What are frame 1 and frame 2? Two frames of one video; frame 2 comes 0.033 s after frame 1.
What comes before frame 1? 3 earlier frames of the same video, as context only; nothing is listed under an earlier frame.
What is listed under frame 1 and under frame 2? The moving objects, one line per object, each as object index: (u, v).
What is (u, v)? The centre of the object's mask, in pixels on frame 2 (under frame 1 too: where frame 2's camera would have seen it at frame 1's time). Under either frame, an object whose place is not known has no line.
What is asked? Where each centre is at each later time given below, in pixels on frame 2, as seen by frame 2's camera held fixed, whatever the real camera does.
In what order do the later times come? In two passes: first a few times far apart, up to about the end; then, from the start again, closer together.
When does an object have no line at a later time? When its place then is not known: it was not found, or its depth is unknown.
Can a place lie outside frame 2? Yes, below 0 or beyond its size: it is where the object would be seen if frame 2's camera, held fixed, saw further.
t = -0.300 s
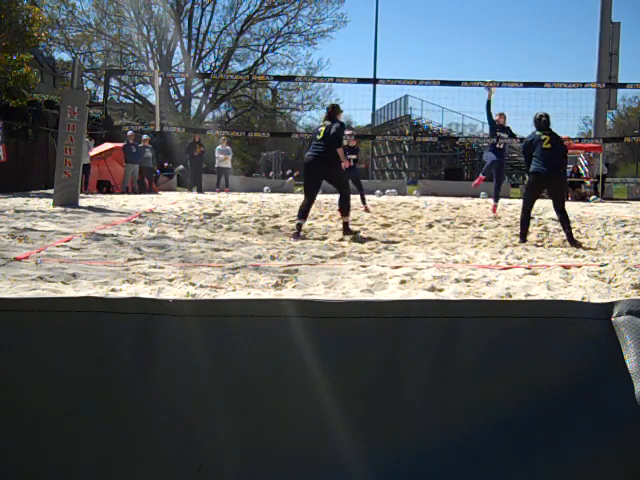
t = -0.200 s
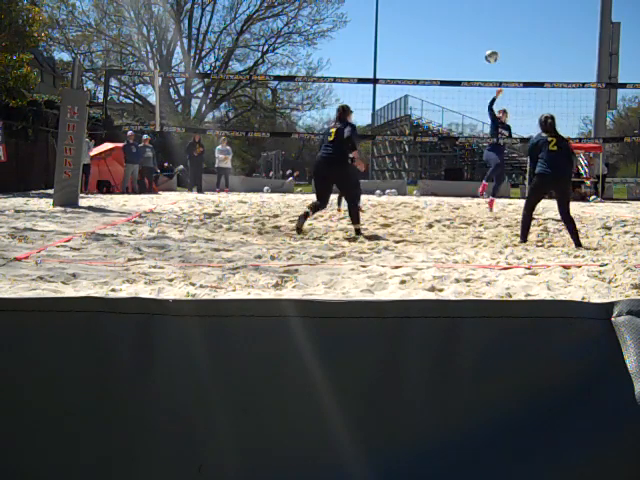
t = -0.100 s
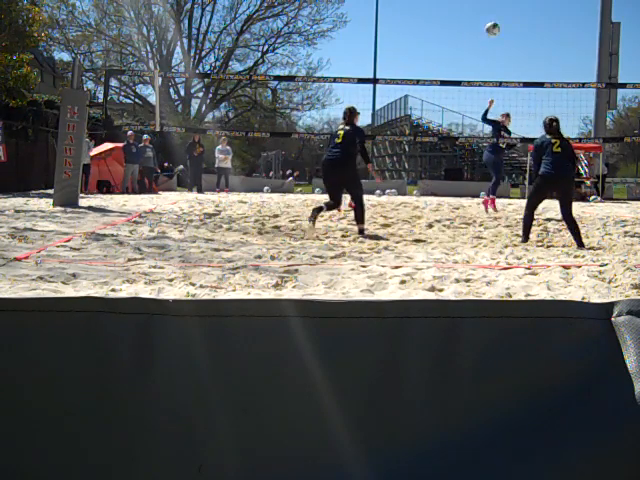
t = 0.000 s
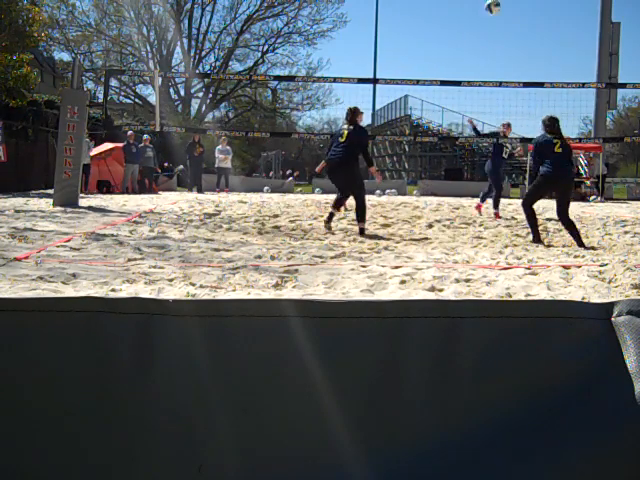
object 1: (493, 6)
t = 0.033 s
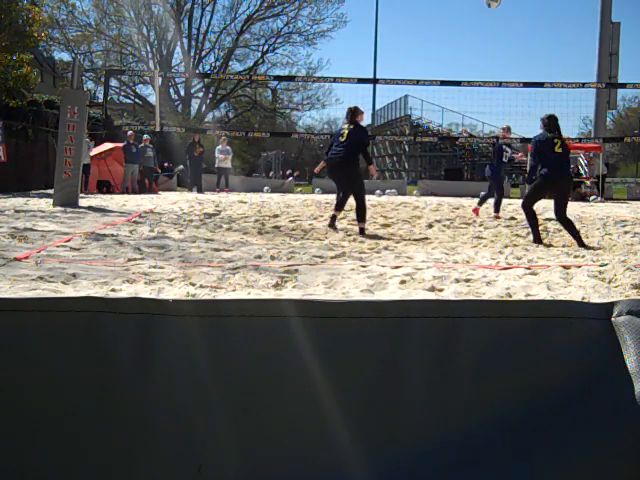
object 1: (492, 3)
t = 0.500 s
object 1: (493, 5)
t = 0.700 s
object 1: (491, 78)
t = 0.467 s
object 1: (493, 2)
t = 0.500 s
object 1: (493, 5)
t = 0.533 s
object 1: (493, 9)
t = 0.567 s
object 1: (492, 19)
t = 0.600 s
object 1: (492, 31)
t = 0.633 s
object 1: (492, 44)
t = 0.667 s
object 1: (491, 60)
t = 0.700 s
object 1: (491, 78)
